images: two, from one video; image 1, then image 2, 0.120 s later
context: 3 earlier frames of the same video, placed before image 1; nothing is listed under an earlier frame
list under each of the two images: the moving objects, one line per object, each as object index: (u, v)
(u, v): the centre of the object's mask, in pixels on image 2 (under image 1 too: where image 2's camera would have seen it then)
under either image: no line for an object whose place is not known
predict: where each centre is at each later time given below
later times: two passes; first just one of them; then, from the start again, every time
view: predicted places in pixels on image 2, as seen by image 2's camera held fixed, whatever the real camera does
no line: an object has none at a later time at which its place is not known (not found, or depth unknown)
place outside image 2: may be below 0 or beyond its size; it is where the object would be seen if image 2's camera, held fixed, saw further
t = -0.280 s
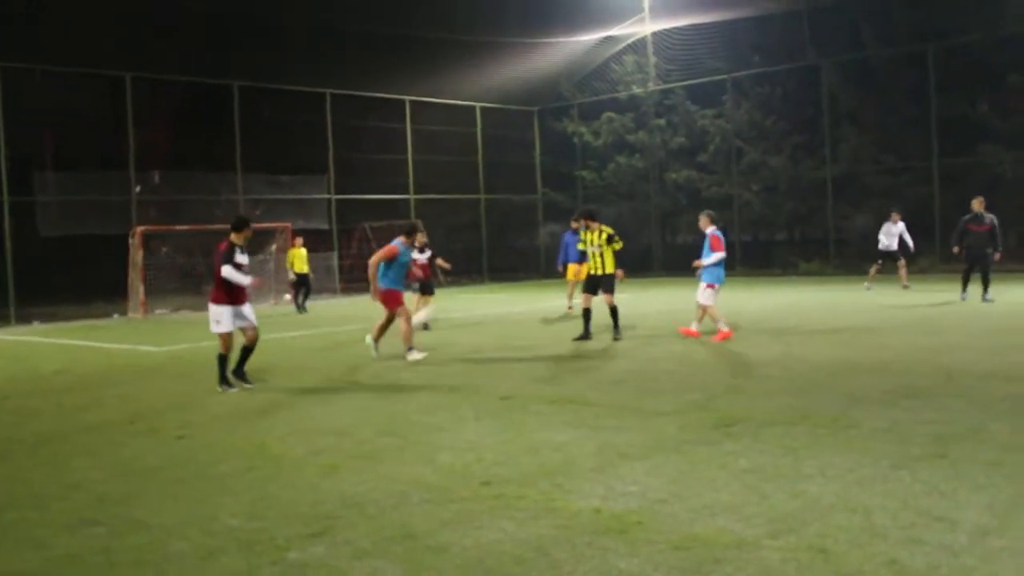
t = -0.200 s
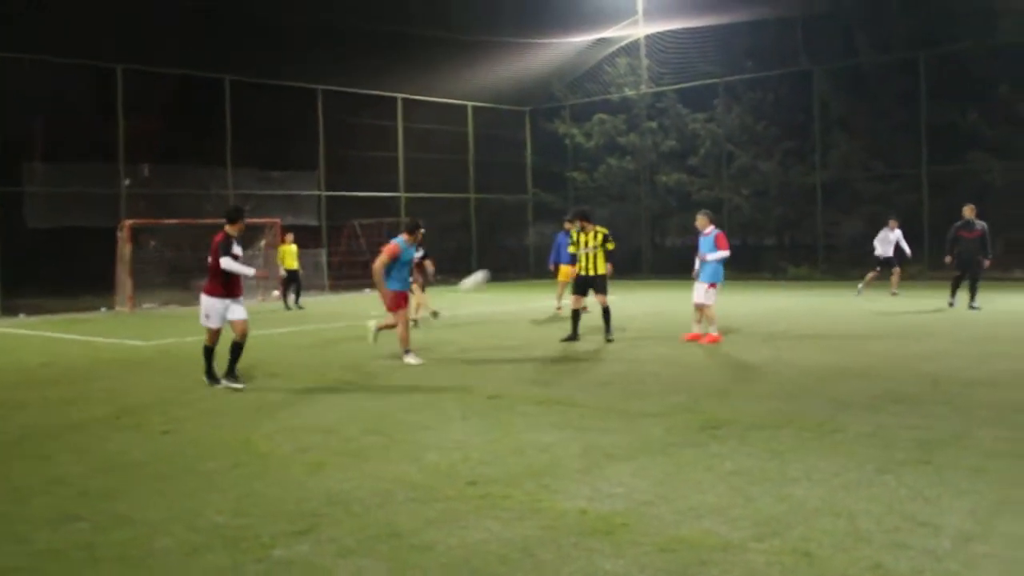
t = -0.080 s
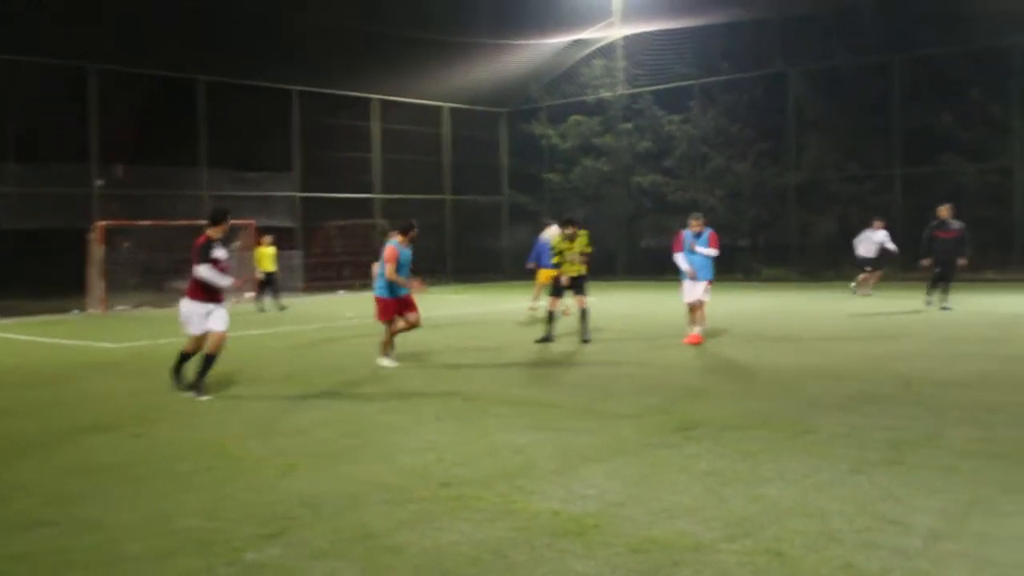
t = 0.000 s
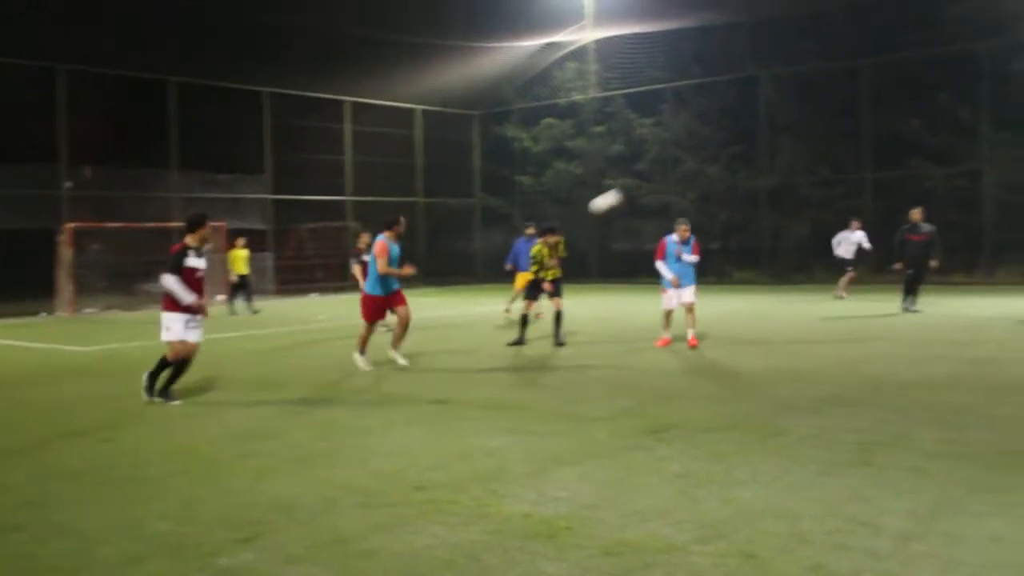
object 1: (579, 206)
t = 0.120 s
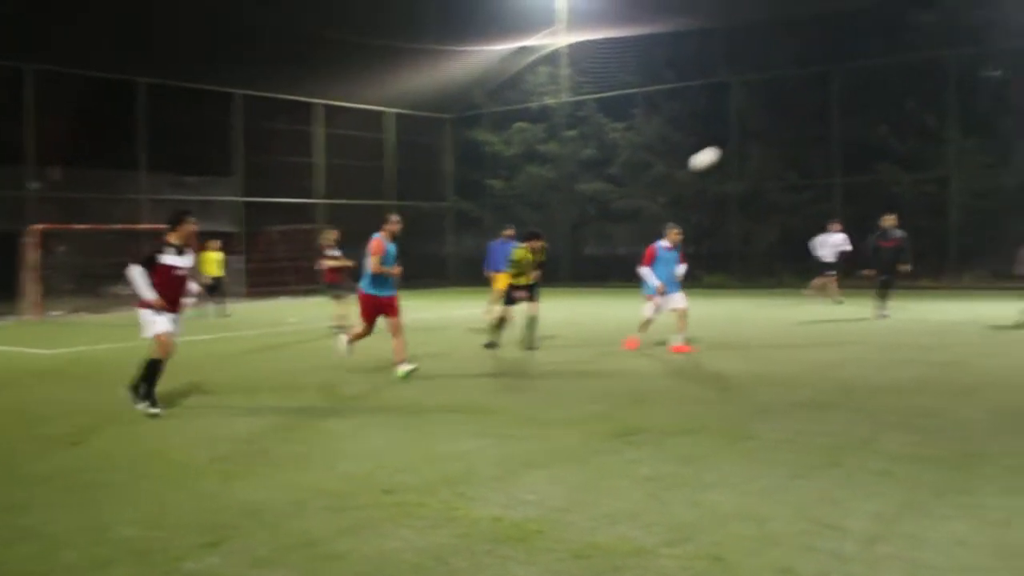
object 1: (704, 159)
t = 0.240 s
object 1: (836, 117)
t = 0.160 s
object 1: (746, 144)
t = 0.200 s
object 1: (786, 131)
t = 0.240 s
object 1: (836, 117)
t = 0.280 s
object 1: (885, 103)
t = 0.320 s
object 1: (935, 91)
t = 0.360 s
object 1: (984, 81)
